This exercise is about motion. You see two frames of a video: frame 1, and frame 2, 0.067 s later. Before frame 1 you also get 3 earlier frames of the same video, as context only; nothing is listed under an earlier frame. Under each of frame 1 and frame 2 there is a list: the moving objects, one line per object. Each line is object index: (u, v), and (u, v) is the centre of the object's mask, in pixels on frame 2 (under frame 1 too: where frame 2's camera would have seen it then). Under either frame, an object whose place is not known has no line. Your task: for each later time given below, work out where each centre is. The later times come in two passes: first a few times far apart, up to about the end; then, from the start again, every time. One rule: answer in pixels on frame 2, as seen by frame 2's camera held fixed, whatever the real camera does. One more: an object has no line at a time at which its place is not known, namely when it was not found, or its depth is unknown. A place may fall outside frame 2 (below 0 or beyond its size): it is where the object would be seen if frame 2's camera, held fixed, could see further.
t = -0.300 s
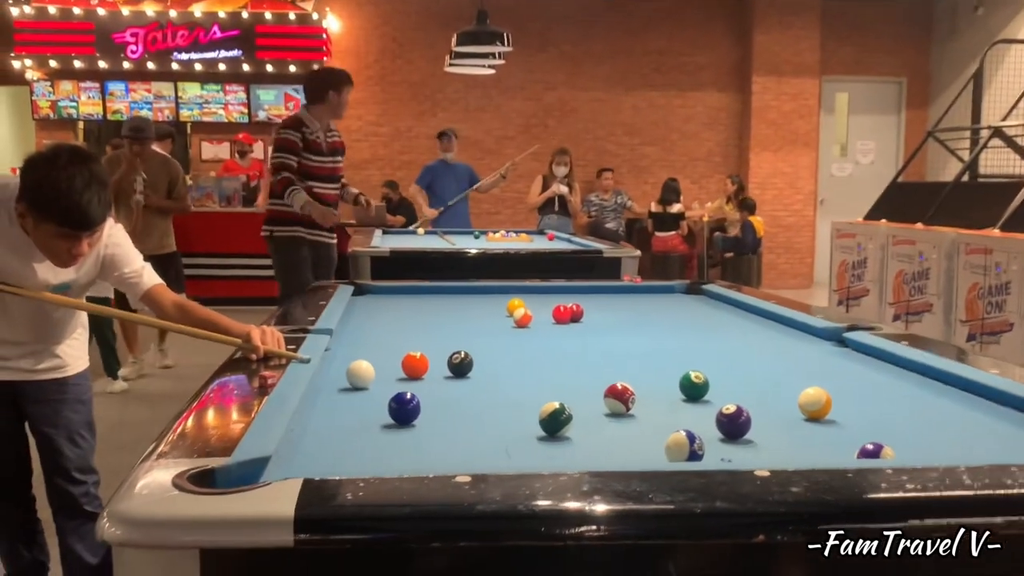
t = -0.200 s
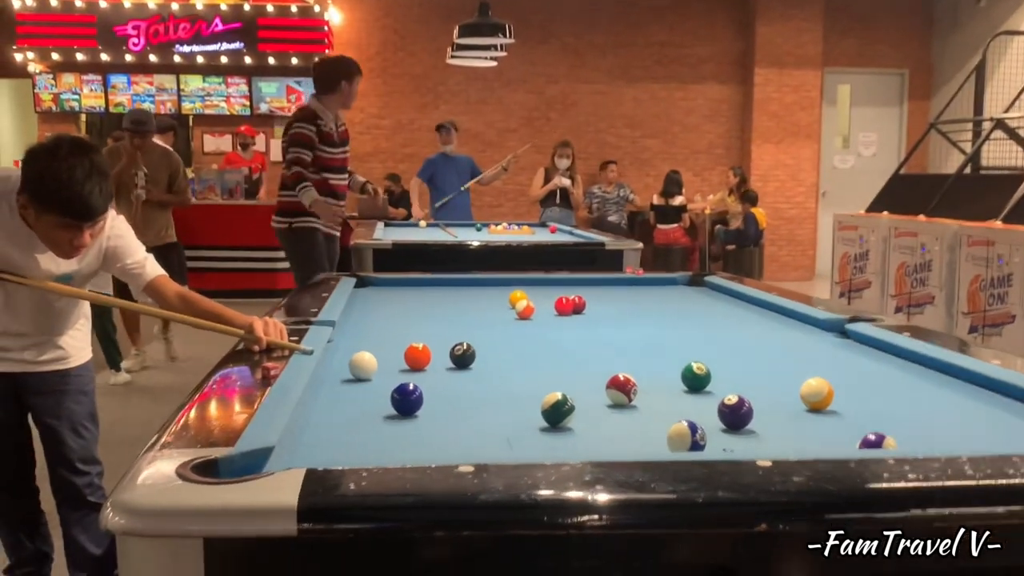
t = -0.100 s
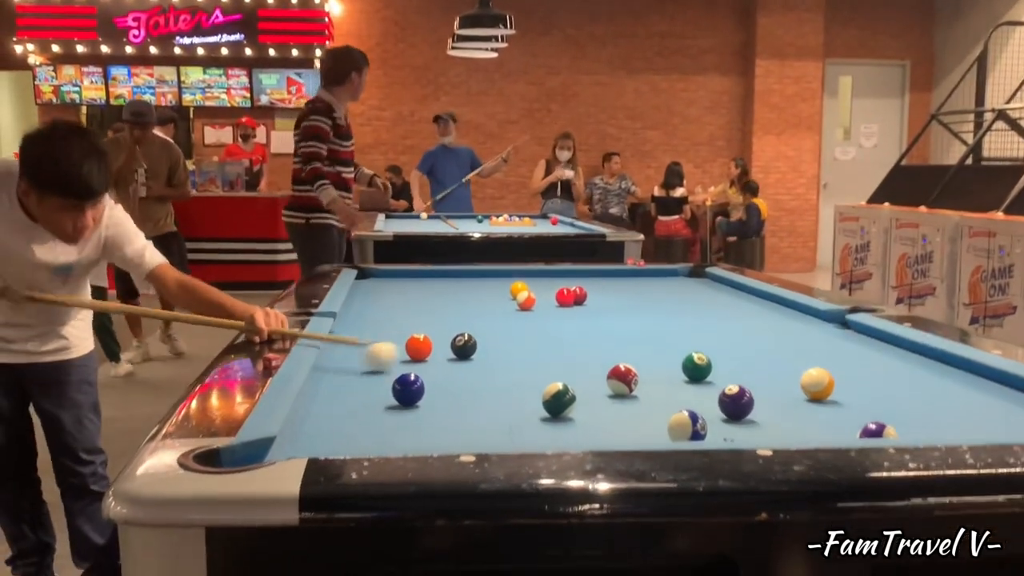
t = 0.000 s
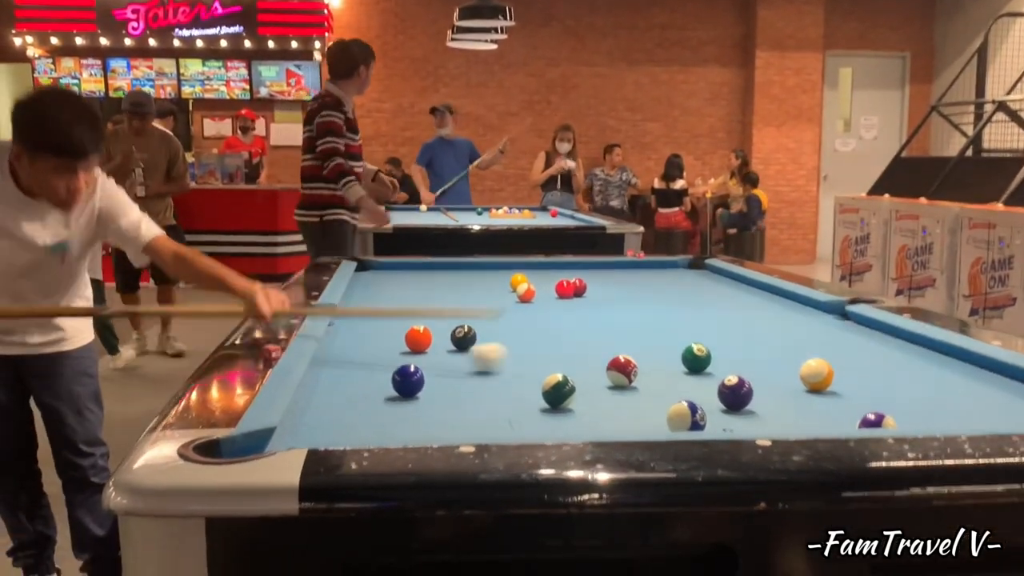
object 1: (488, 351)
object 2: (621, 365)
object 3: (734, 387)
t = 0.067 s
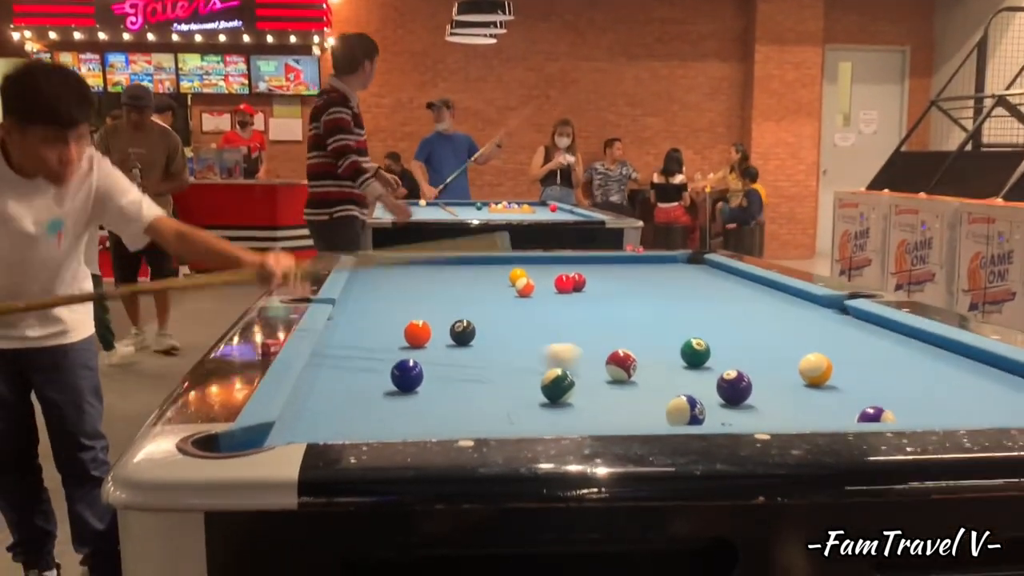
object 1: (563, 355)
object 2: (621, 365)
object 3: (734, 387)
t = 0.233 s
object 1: (643, 354)
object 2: (716, 380)
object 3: (758, 392)
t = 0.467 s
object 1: (683, 353)
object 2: (760, 379)
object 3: (856, 406)
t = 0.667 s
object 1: (704, 352)
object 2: (794, 378)
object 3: (892, 398)
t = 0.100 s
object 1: (596, 359)
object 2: (625, 365)
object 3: (734, 387)
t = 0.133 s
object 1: (607, 358)
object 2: (654, 371)
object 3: (734, 387)
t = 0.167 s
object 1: (618, 356)
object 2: (683, 375)
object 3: (734, 387)
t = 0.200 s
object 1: (629, 355)
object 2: (708, 380)
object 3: (735, 387)
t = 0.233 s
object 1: (643, 354)
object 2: (716, 380)
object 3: (758, 392)
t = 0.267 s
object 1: (657, 353)
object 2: (722, 380)
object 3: (780, 398)
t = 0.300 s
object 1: (668, 353)
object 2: (729, 380)
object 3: (802, 403)
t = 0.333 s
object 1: (669, 353)
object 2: (736, 379)
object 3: (822, 407)
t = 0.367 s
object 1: (672, 353)
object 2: (742, 379)
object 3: (841, 409)
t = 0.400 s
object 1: (676, 353)
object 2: (748, 379)
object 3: (850, 408)
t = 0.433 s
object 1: (680, 353)
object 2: (754, 379)
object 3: (853, 407)
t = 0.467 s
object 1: (683, 353)
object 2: (760, 379)
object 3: (856, 406)
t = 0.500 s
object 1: (687, 352)
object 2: (766, 378)
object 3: (860, 403)
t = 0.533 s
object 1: (691, 352)
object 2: (772, 378)
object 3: (866, 401)
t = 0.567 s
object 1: (694, 353)
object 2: (778, 378)
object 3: (873, 399)
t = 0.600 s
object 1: (698, 353)
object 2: (783, 378)
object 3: (880, 398)
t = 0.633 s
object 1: (701, 352)
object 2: (789, 378)
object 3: (886, 398)
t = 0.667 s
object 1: (704, 352)
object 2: (794, 378)
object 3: (892, 398)
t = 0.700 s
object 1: (708, 352)
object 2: (800, 377)
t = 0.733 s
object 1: (711, 352)
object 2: (805, 378)
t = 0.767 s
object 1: (715, 352)
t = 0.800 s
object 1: (717, 352)
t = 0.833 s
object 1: (721, 351)
